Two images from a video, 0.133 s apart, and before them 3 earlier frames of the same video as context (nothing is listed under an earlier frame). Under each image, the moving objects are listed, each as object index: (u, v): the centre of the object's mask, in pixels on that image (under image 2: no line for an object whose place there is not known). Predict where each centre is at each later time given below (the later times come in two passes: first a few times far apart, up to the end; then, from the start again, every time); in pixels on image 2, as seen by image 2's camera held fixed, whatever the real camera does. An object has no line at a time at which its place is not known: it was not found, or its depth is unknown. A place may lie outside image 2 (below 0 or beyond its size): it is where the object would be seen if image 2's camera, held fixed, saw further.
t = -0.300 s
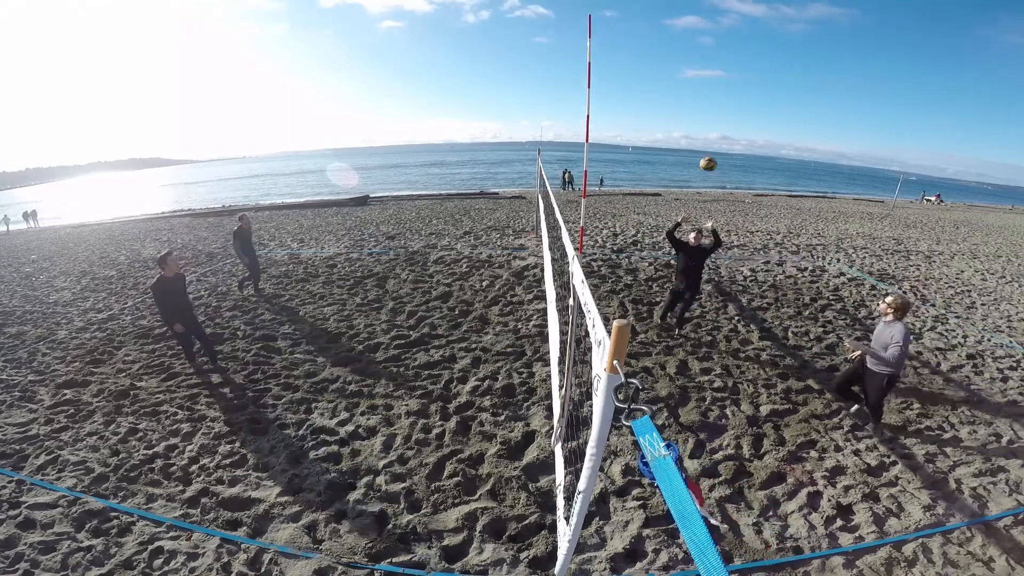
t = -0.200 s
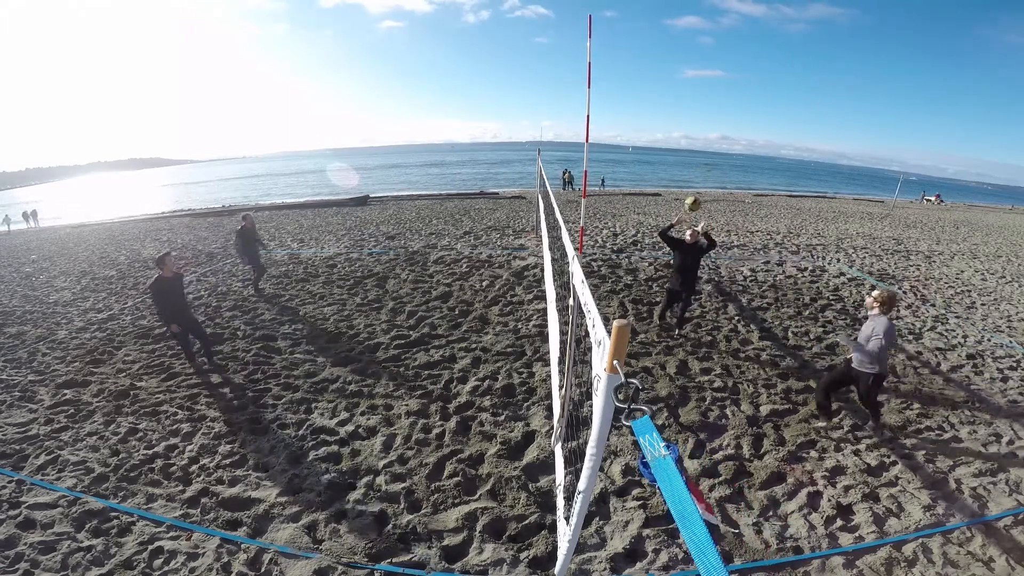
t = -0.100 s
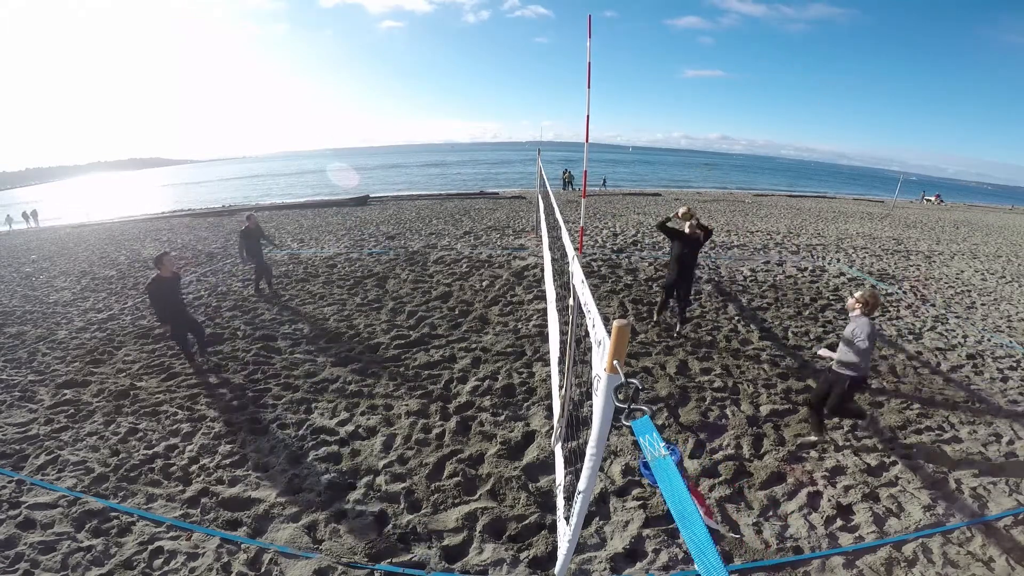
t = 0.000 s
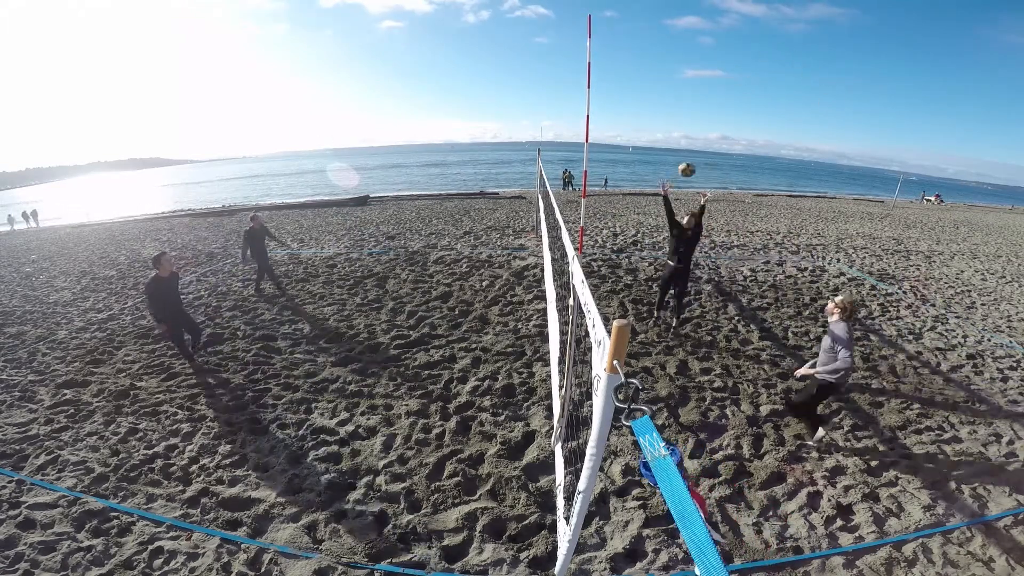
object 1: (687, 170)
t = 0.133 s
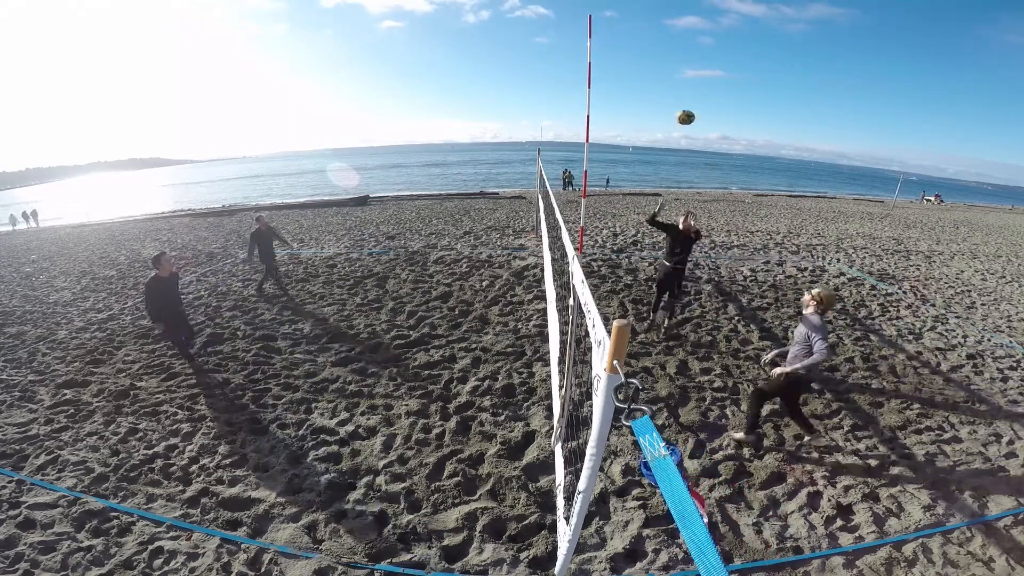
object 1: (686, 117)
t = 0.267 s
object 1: (681, 75)
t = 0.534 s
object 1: (670, 26)
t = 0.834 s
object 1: (659, 31)
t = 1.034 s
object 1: (652, 80)
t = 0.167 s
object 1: (685, 106)
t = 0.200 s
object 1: (683, 95)
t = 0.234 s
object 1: (682, 85)
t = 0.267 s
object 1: (681, 75)
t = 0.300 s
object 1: (680, 67)
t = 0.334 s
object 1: (679, 59)
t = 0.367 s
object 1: (677, 51)
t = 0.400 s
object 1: (676, 45)
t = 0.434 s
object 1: (675, 39)
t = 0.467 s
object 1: (673, 34)
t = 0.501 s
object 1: (672, 30)
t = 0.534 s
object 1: (670, 26)
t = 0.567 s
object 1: (669, 24)
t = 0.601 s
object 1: (668, 22)
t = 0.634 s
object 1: (666, 20)
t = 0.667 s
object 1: (665, 20)
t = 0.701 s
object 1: (663, 20)
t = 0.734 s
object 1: (662, 22)
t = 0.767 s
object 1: (661, 24)
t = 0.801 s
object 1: (660, 27)
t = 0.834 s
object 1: (659, 31)
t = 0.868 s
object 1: (657, 37)
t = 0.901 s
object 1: (656, 43)
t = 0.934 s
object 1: (655, 50)
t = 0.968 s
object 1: (654, 59)
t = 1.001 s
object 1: (653, 69)
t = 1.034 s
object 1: (652, 80)
